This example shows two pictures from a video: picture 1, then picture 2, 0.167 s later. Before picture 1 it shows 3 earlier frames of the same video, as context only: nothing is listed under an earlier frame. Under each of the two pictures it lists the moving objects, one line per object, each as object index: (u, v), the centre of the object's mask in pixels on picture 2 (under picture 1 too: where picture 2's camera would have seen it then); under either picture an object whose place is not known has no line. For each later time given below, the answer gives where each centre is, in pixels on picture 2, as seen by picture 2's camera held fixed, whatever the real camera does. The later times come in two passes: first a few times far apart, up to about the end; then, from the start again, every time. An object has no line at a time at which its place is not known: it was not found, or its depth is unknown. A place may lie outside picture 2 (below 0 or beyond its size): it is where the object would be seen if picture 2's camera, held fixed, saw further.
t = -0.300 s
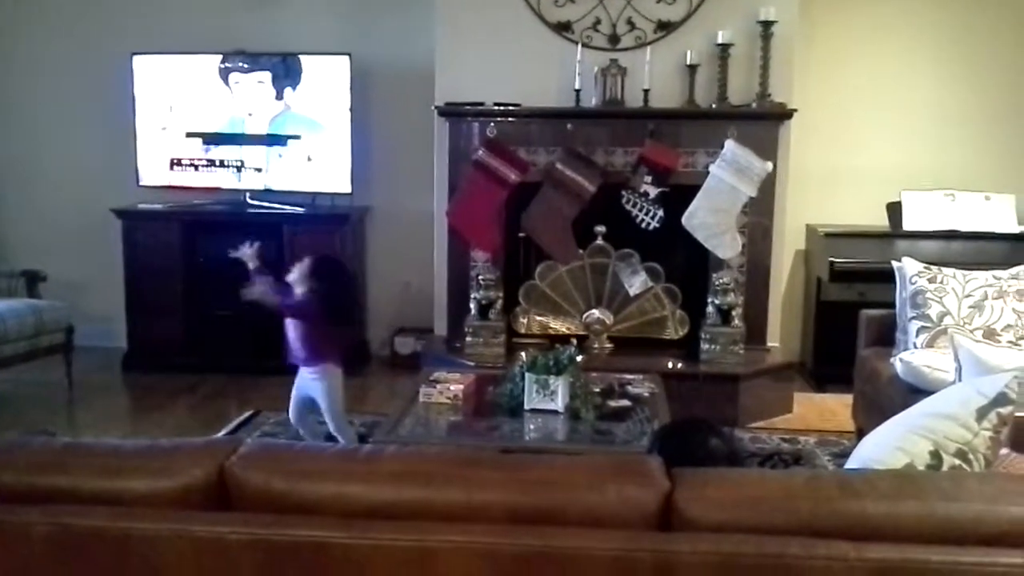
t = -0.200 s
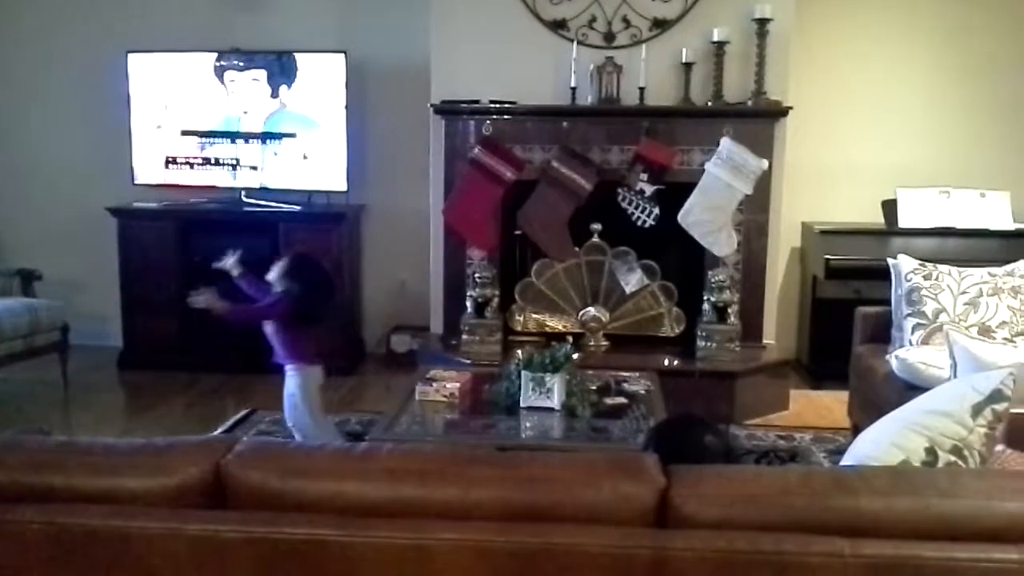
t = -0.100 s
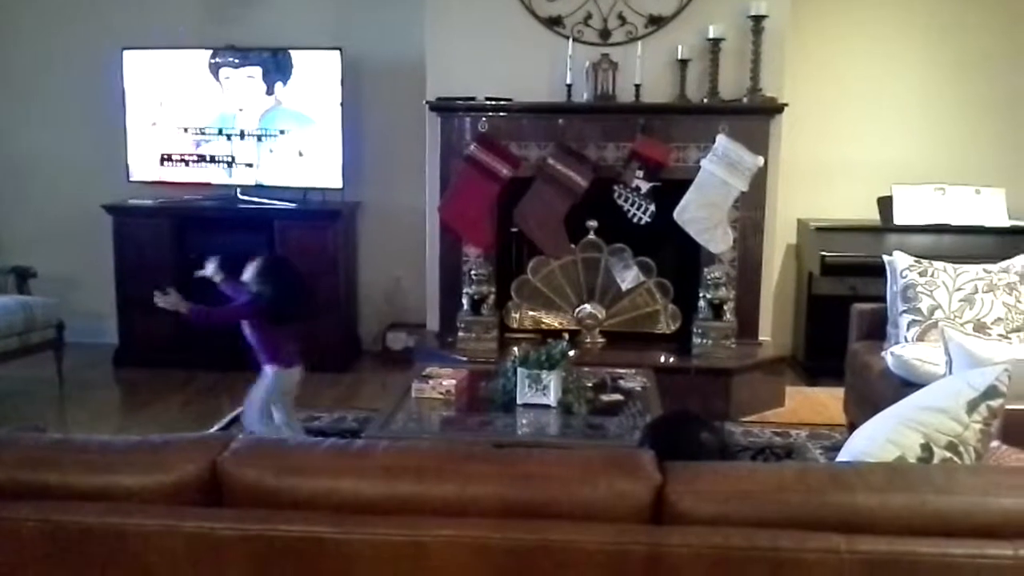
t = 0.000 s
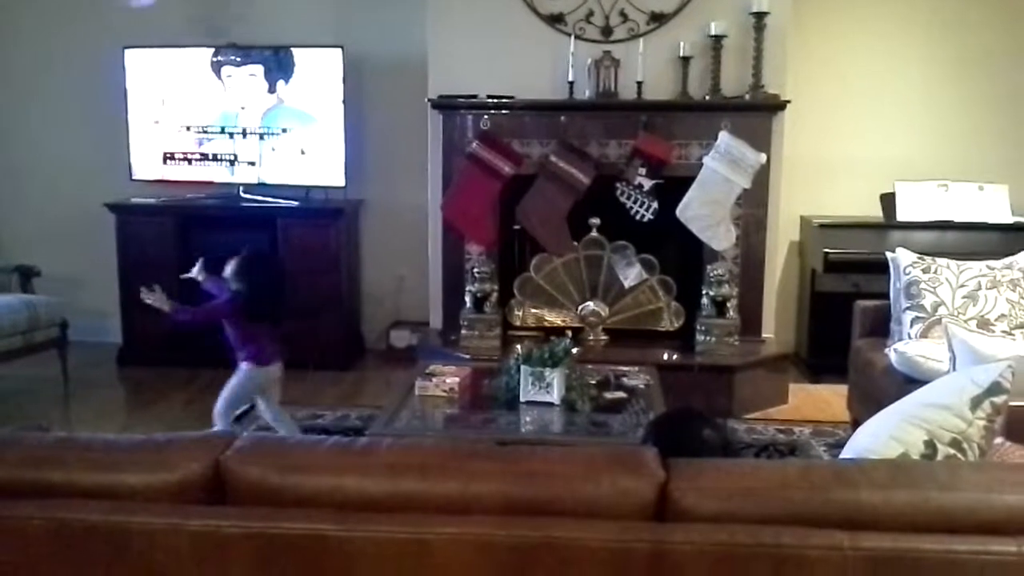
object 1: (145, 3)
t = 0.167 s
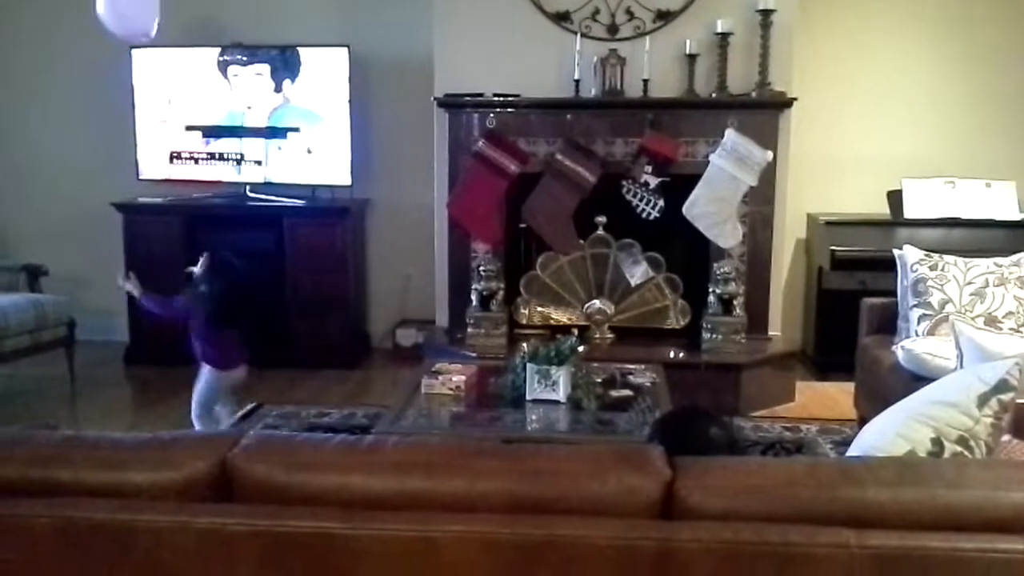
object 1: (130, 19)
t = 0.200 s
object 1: (126, 22)
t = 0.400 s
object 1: (105, 71)
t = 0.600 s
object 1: (95, 132)
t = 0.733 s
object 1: (93, 173)
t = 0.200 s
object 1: (126, 22)
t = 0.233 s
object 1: (121, 26)
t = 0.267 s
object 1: (118, 32)
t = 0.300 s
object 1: (114, 41)
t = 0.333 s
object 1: (111, 50)
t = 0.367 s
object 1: (108, 61)
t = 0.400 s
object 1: (105, 71)
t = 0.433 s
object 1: (103, 81)
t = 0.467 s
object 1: (101, 91)
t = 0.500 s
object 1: (100, 100)
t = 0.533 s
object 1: (98, 111)
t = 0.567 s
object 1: (96, 121)
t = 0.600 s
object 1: (95, 132)
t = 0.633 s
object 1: (93, 141)
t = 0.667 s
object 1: (93, 152)
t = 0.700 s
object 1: (92, 162)
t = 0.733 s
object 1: (93, 173)
